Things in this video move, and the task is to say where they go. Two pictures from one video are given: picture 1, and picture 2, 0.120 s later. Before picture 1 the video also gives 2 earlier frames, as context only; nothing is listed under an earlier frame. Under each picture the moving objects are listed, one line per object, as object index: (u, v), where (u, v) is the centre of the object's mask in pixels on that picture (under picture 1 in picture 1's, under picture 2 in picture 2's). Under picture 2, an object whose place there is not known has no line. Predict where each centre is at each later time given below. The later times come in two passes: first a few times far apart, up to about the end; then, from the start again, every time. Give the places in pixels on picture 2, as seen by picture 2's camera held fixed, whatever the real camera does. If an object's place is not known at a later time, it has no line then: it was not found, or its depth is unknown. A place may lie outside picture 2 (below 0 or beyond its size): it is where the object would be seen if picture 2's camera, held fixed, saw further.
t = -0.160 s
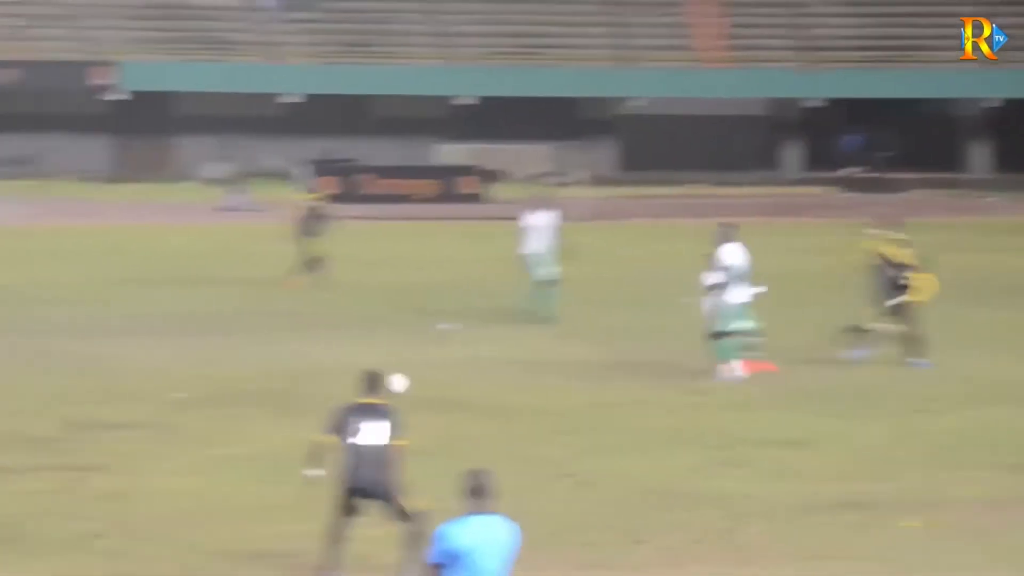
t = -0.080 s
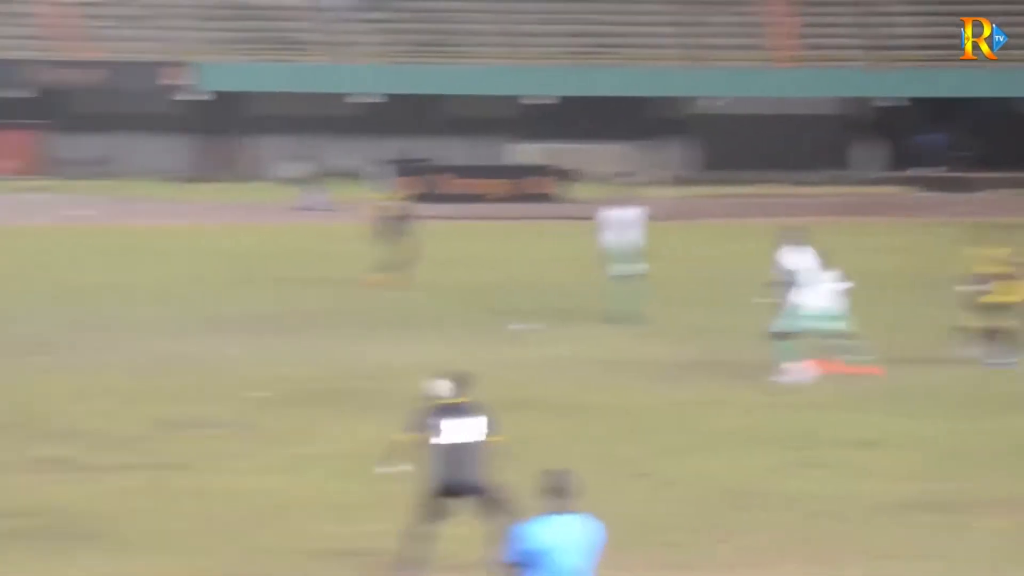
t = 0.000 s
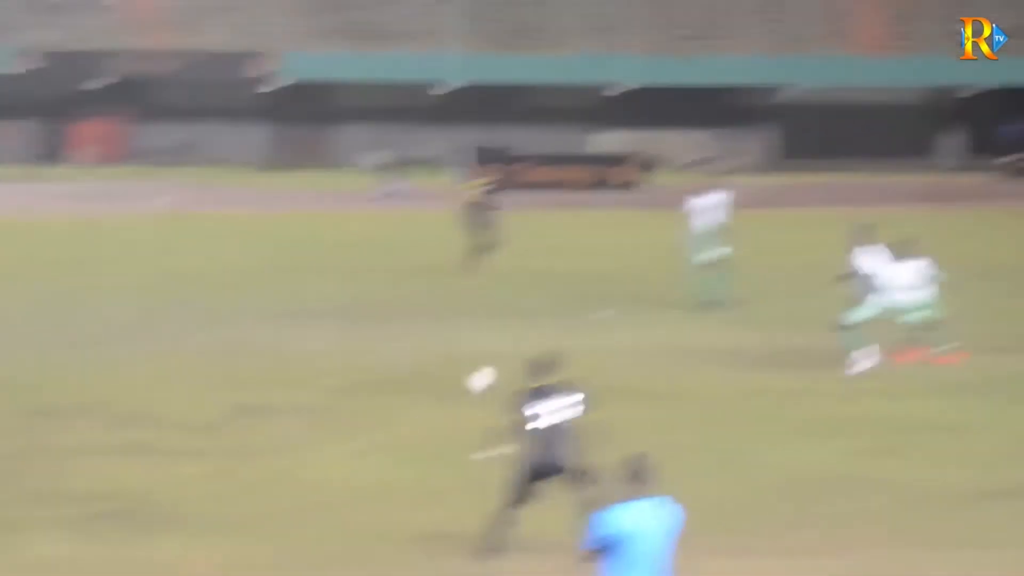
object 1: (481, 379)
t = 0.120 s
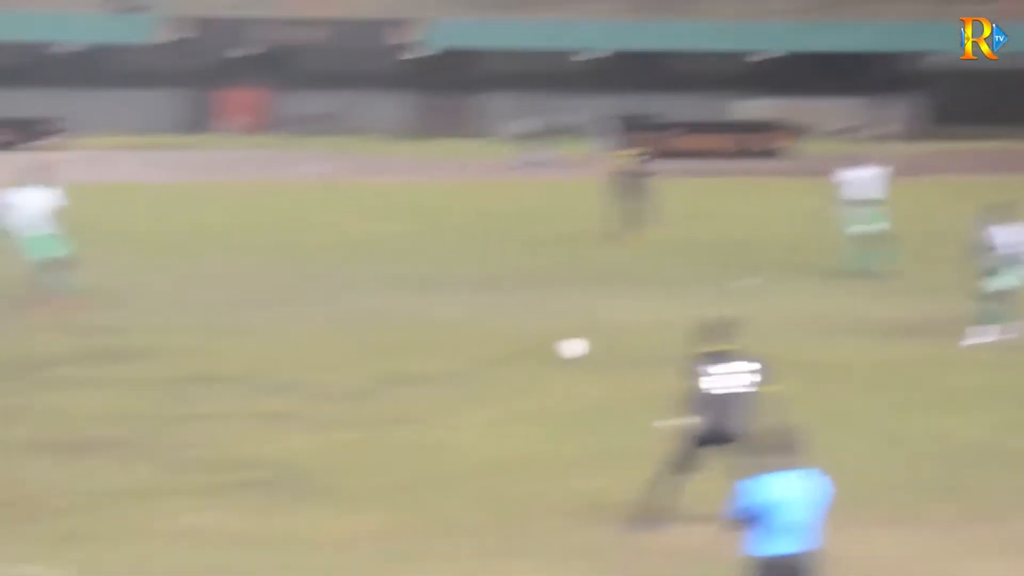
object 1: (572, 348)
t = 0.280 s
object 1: (503, 358)
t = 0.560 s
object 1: (391, 369)
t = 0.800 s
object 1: (298, 377)
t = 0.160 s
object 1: (556, 351)
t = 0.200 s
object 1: (539, 355)
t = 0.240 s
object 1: (519, 359)
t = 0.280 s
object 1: (503, 358)
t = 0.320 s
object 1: (485, 359)
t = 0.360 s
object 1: (470, 362)
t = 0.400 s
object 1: (454, 363)
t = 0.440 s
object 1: (436, 362)
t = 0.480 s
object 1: (421, 363)
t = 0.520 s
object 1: (406, 365)
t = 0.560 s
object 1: (391, 369)
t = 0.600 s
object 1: (376, 374)
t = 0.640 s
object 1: (359, 373)
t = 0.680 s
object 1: (344, 372)
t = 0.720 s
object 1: (329, 371)
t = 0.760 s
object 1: (314, 373)
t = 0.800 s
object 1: (298, 377)
